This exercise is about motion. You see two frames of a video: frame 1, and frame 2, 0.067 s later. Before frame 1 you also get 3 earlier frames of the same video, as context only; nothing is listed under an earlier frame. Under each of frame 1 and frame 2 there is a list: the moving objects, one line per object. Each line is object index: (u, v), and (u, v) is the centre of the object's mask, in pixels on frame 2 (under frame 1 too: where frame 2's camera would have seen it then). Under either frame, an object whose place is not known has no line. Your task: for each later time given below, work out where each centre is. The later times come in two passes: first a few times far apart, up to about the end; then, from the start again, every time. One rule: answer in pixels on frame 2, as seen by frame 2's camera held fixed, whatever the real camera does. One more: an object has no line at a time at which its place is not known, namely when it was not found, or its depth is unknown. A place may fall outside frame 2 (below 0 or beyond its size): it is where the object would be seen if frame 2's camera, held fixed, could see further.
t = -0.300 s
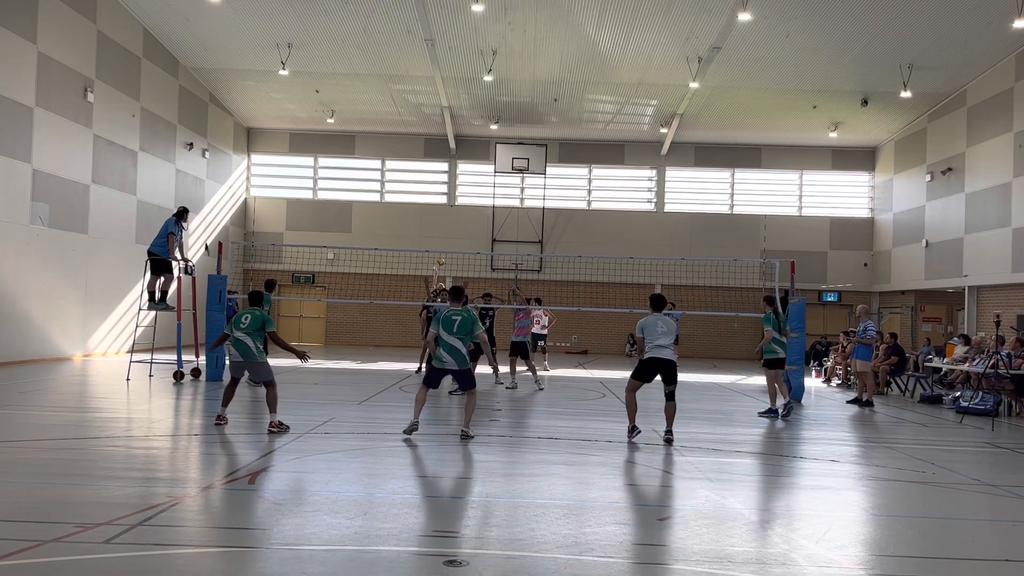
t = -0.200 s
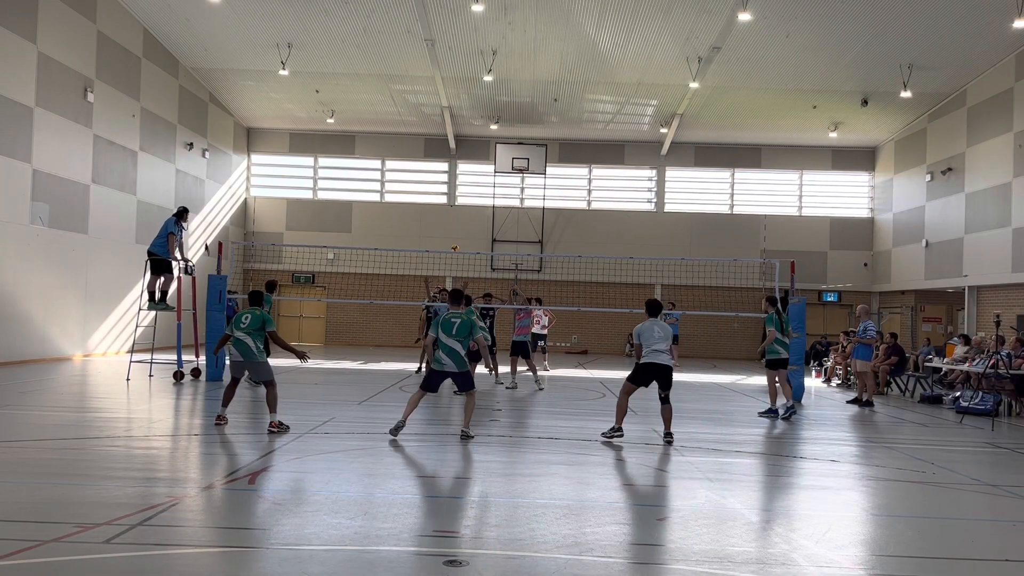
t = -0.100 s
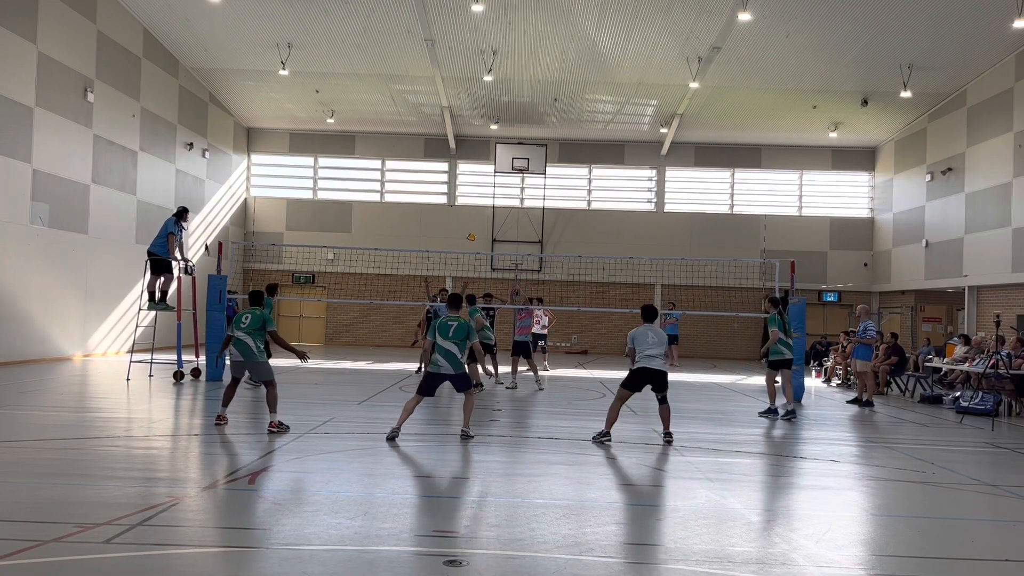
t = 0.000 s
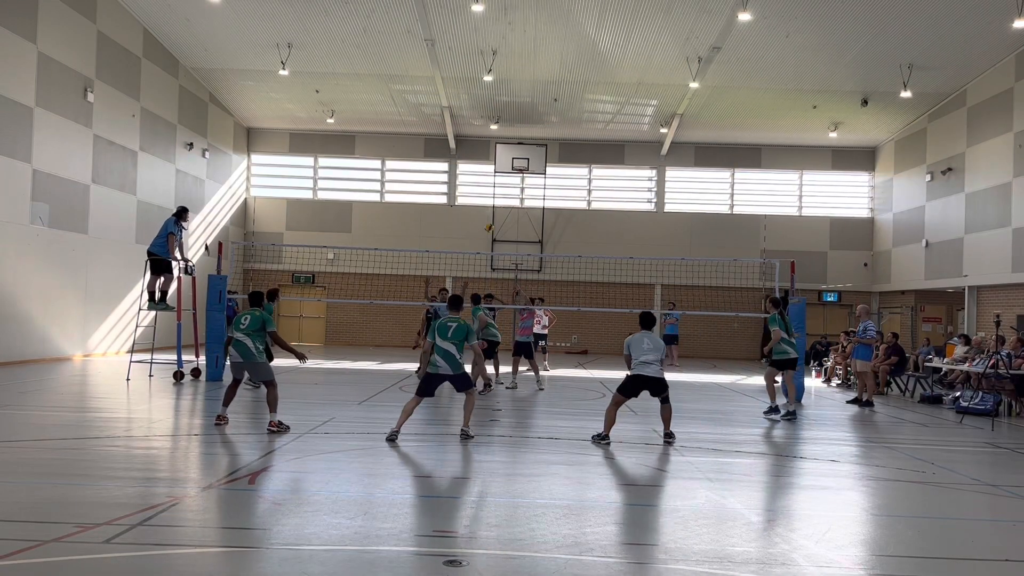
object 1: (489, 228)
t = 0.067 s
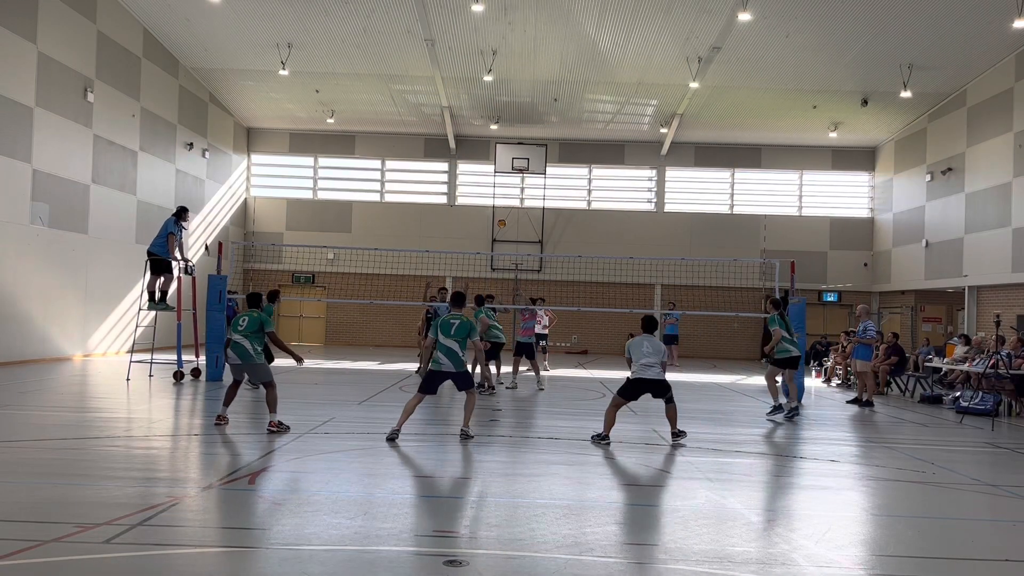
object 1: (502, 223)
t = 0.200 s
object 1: (529, 219)
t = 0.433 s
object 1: (587, 236)
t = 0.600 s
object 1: (642, 272)
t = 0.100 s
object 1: (508, 222)
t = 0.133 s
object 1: (515, 220)
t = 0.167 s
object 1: (522, 219)
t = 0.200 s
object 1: (529, 219)
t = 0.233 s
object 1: (536, 220)
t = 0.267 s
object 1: (544, 221)
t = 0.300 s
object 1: (552, 223)
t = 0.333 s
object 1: (560, 225)
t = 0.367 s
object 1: (568, 229)
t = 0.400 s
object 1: (578, 233)
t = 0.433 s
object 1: (587, 236)
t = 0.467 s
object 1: (597, 242)
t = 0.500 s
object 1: (607, 248)
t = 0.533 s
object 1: (617, 255)
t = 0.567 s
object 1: (629, 263)
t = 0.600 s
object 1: (642, 272)
